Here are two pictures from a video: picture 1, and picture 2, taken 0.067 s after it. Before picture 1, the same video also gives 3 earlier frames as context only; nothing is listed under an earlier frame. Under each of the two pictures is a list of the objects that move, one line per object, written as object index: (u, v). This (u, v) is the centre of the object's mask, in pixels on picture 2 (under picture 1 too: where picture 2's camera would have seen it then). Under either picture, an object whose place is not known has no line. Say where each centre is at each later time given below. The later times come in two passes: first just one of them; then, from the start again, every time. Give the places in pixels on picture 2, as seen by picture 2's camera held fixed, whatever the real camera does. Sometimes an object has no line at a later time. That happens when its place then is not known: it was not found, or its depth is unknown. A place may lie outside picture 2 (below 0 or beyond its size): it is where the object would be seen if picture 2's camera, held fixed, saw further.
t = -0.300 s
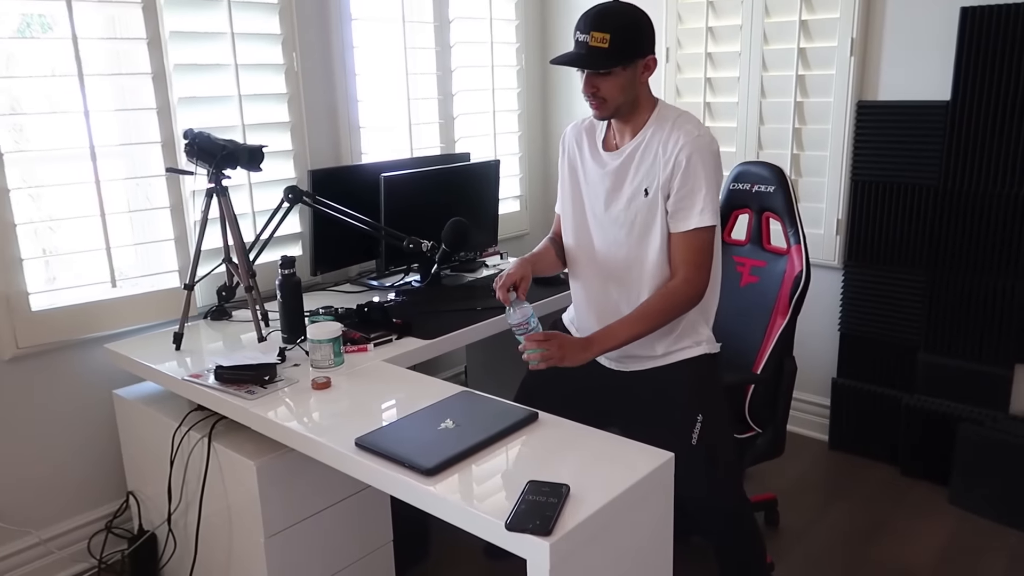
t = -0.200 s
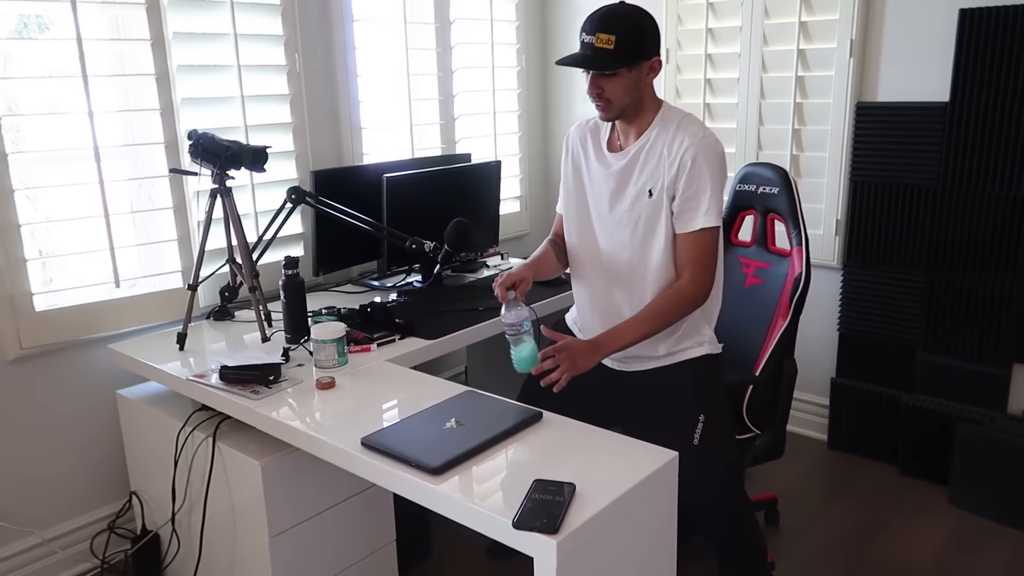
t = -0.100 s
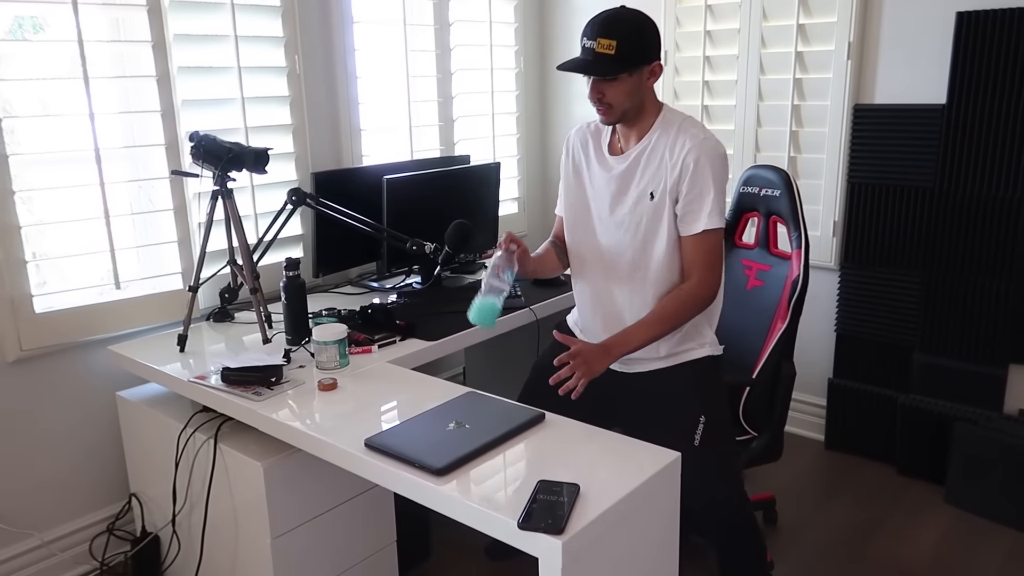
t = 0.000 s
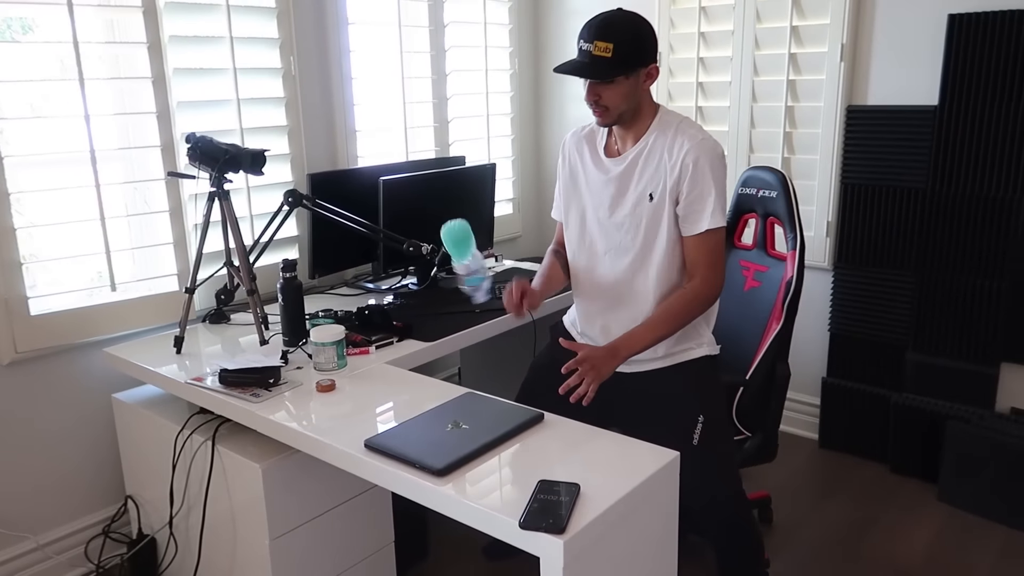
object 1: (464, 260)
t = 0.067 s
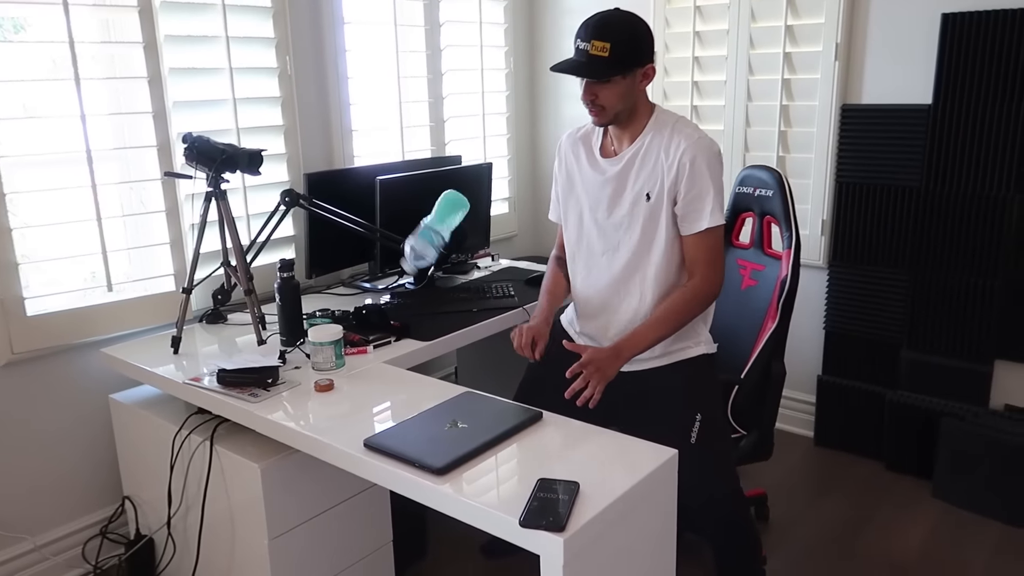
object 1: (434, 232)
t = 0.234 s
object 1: (412, 231)
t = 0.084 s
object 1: (430, 224)
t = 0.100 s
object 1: (427, 217)
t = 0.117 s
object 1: (424, 213)
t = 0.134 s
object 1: (423, 210)
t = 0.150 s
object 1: (421, 209)
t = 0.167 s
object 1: (420, 211)
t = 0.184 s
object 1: (418, 214)
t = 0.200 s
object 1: (416, 218)
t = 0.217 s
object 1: (414, 224)
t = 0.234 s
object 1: (412, 231)
